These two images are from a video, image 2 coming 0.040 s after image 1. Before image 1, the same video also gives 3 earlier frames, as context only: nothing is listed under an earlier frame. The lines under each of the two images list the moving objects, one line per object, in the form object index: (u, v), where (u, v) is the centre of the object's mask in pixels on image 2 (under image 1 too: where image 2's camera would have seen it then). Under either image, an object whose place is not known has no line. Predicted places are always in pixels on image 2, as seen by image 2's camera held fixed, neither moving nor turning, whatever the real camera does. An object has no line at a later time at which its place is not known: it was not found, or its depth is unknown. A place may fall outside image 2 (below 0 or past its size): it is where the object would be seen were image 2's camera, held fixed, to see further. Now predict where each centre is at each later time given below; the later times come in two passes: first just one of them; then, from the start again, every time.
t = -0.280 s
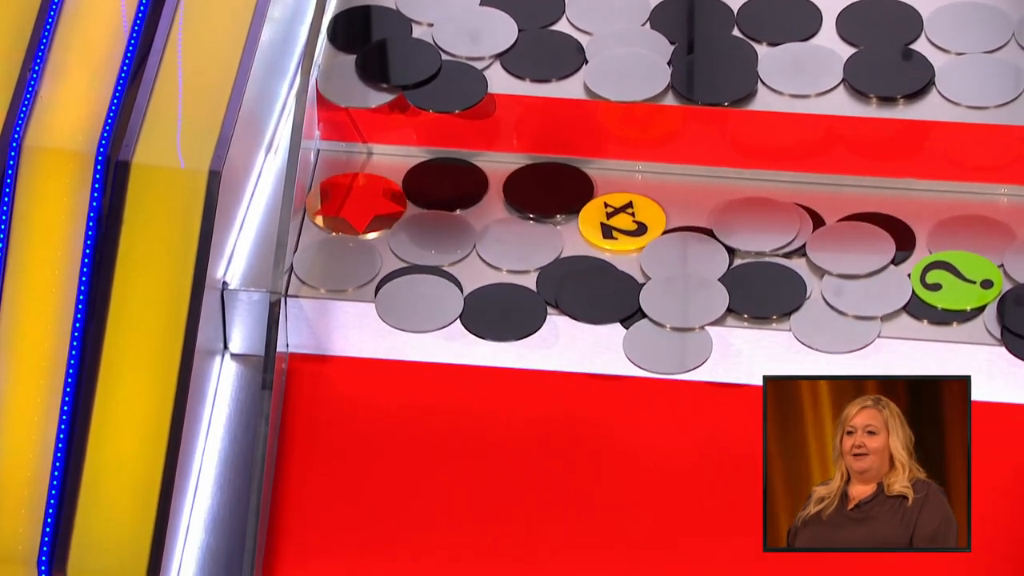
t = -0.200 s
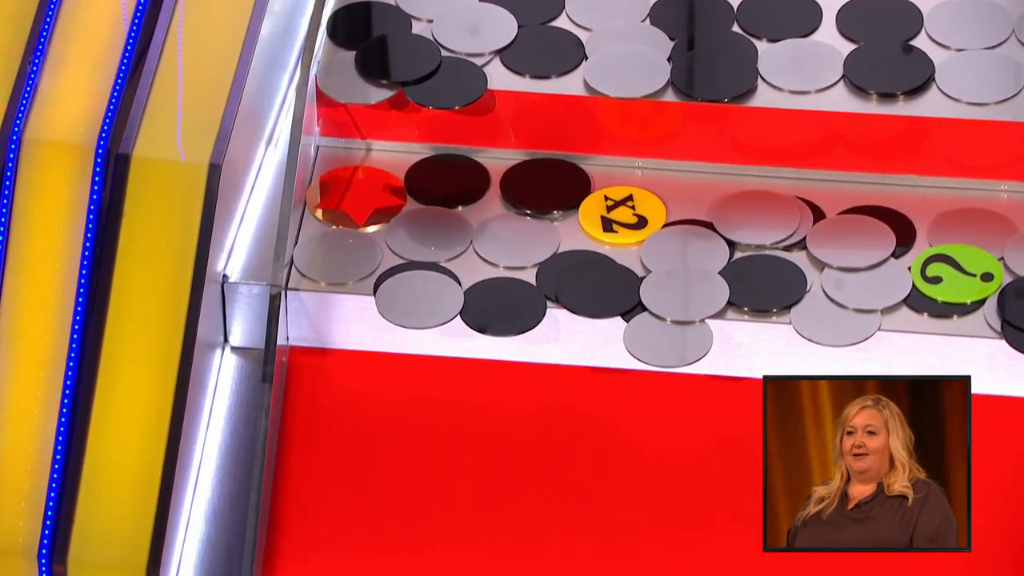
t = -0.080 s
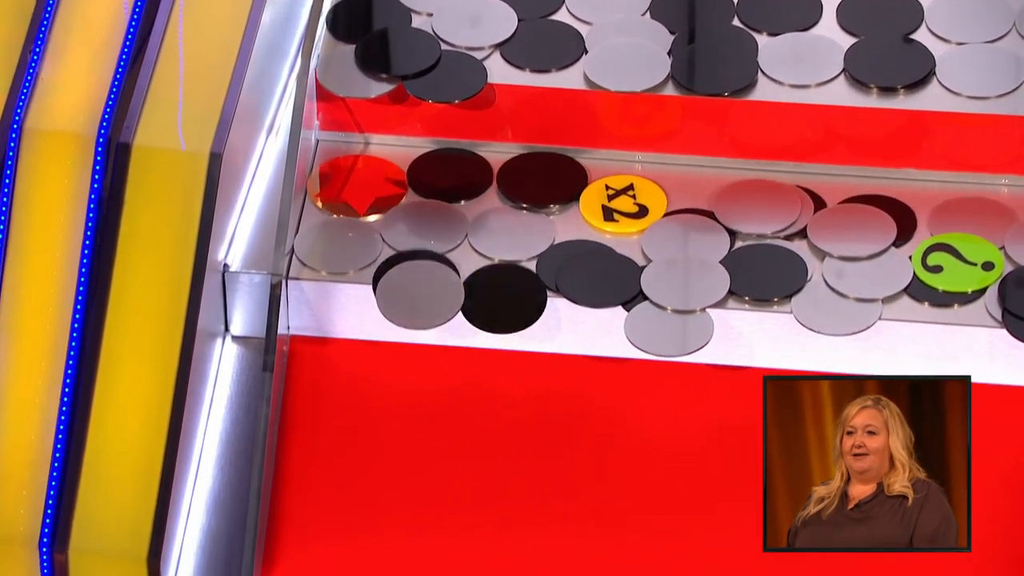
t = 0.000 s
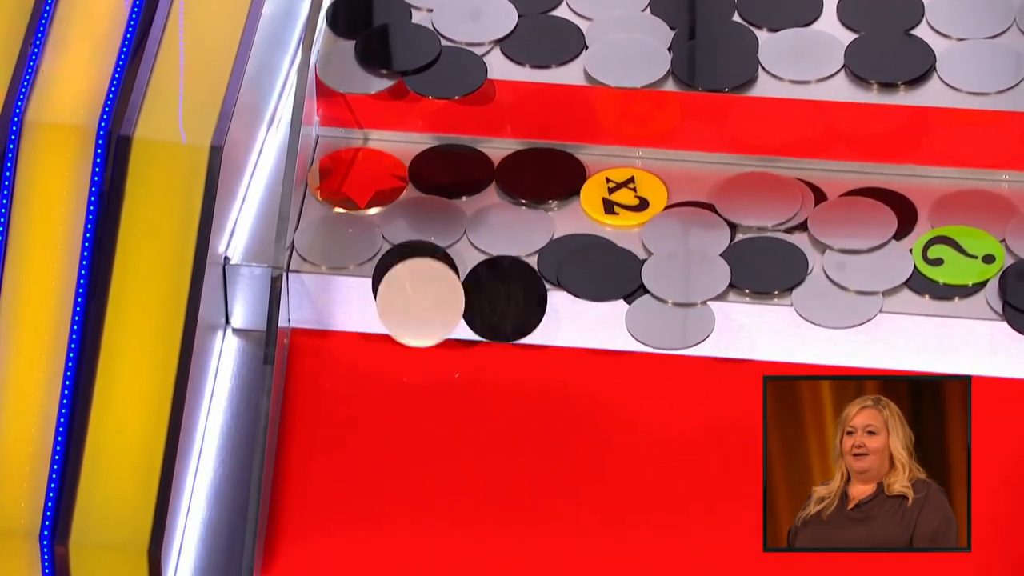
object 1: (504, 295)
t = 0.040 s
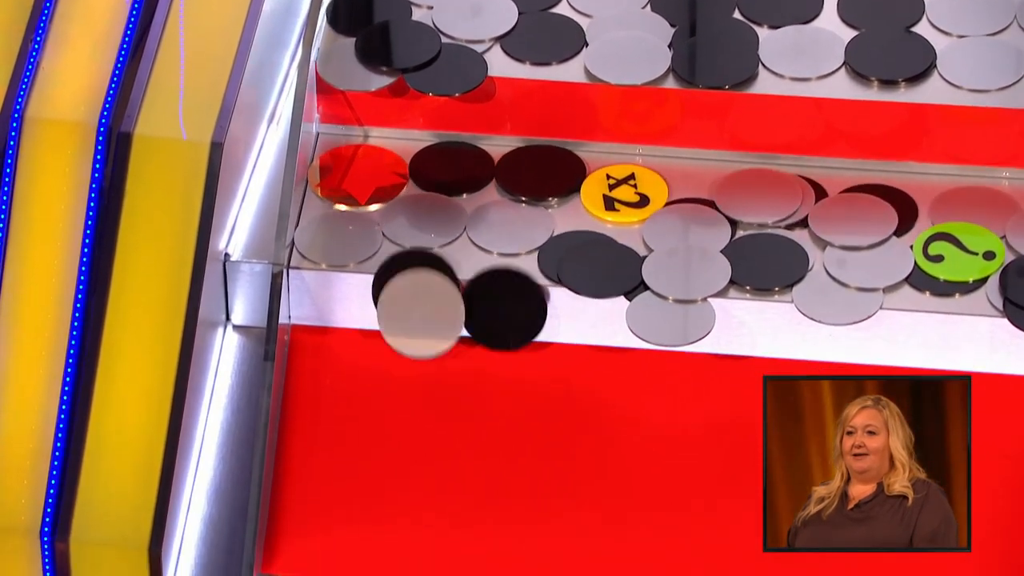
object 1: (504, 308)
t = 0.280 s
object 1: (497, 454)
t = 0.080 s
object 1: (504, 325)
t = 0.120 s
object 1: (503, 345)
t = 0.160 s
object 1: (502, 373)
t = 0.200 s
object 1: (501, 401)
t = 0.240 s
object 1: (499, 425)
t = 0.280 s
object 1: (497, 454)
